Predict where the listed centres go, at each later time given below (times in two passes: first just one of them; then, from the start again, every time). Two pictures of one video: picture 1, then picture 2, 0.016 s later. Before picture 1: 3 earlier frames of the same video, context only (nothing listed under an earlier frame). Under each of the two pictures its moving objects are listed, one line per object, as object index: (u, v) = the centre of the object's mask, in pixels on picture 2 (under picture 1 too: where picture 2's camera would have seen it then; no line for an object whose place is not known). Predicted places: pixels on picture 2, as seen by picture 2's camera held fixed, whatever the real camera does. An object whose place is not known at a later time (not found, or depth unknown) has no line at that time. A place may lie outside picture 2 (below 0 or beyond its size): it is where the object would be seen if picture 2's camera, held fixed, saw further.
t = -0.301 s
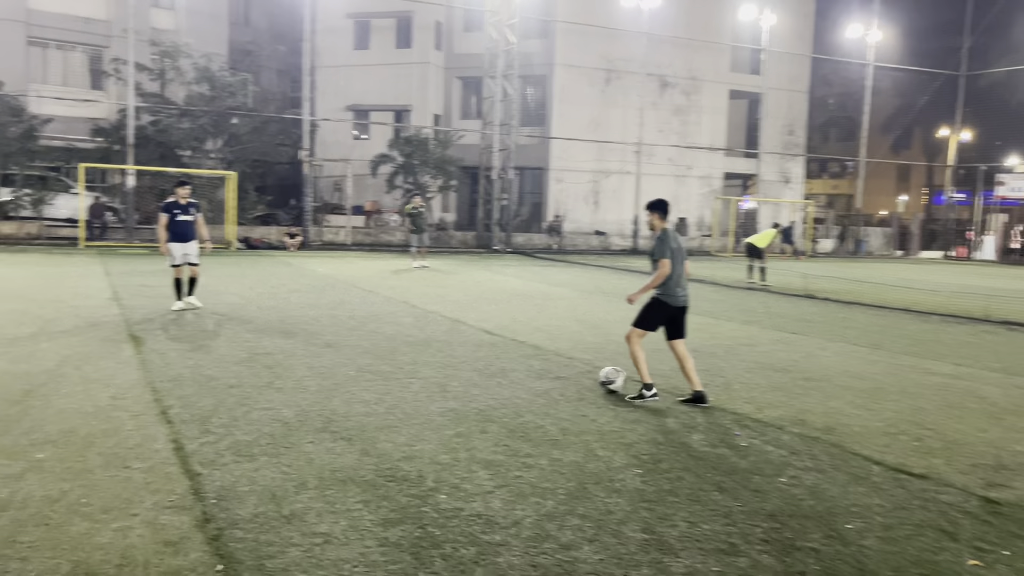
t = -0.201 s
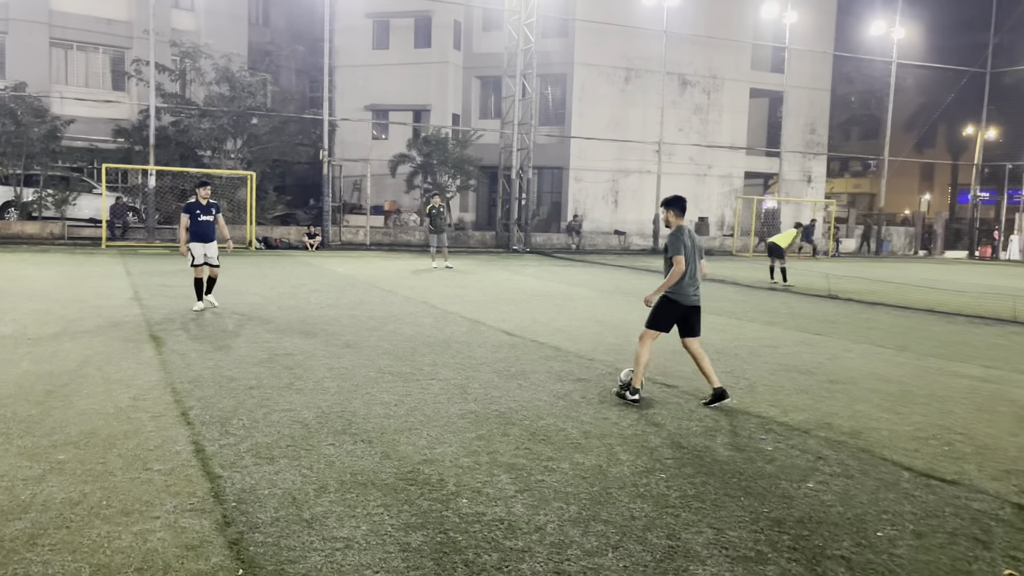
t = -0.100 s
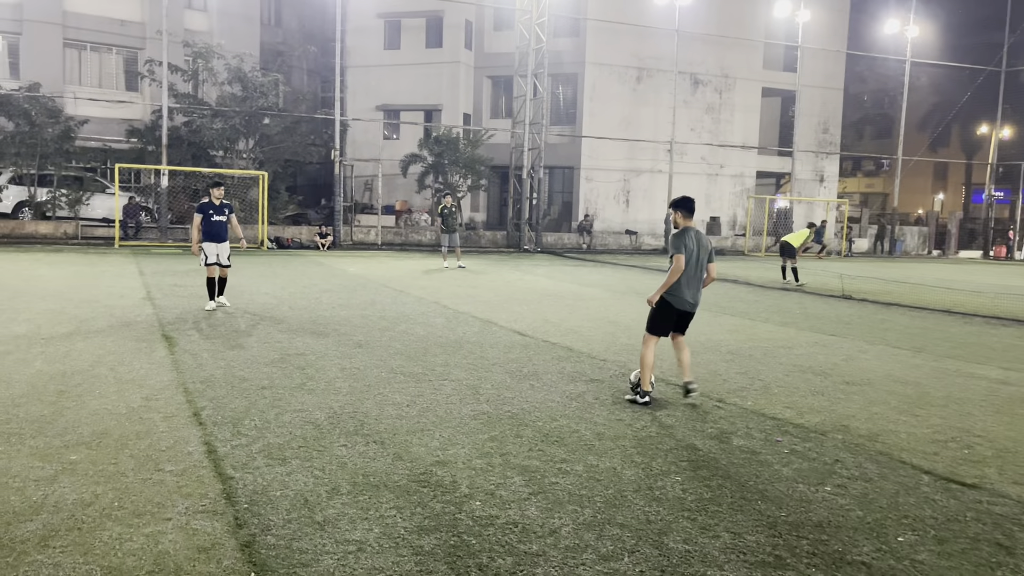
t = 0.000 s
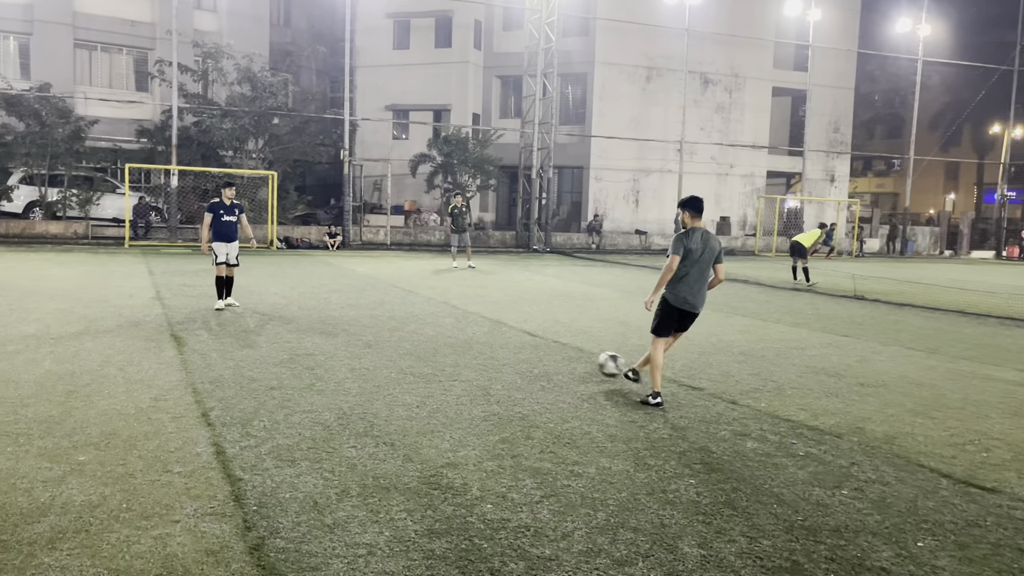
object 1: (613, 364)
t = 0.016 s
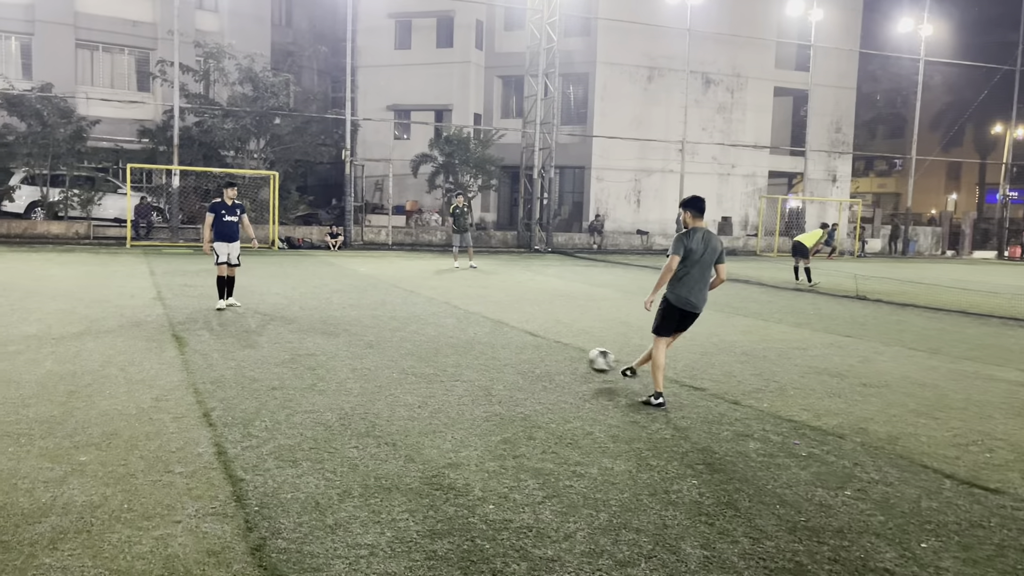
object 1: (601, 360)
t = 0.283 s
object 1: (456, 337)
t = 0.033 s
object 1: (590, 356)
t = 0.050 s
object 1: (579, 353)
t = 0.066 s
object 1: (569, 350)
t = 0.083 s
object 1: (558, 347)
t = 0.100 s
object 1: (548, 344)
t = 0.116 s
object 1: (539, 342)
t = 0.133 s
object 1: (529, 341)
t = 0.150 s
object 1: (520, 339)
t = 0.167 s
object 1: (511, 338)
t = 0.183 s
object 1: (503, 337)
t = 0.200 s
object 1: (494, 336)
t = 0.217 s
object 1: (486, 336)
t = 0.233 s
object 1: (478, 336)
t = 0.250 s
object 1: (470, 336)
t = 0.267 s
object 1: (463, 337)
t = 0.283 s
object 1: (456, 337)
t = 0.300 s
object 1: (450, 333)
